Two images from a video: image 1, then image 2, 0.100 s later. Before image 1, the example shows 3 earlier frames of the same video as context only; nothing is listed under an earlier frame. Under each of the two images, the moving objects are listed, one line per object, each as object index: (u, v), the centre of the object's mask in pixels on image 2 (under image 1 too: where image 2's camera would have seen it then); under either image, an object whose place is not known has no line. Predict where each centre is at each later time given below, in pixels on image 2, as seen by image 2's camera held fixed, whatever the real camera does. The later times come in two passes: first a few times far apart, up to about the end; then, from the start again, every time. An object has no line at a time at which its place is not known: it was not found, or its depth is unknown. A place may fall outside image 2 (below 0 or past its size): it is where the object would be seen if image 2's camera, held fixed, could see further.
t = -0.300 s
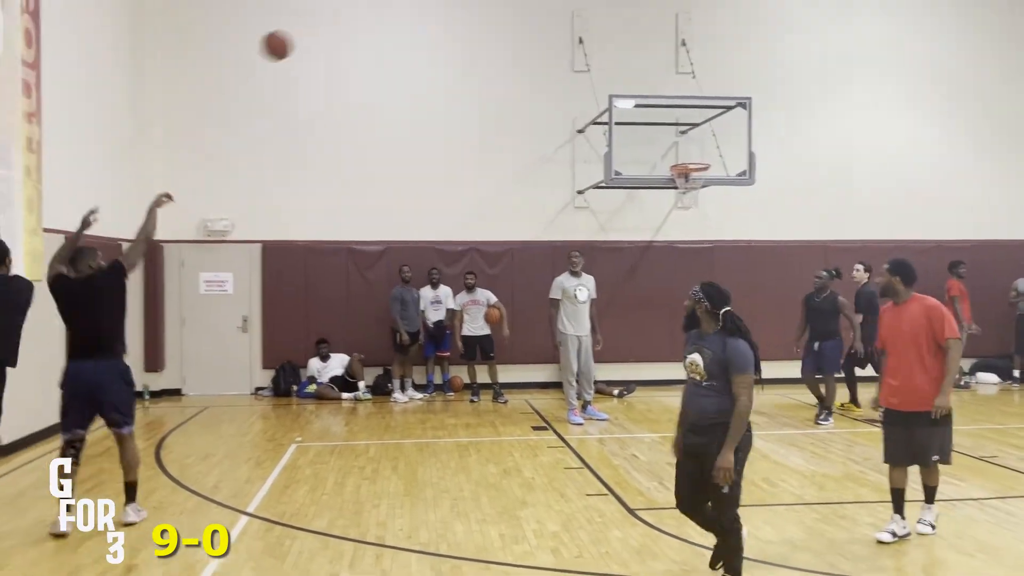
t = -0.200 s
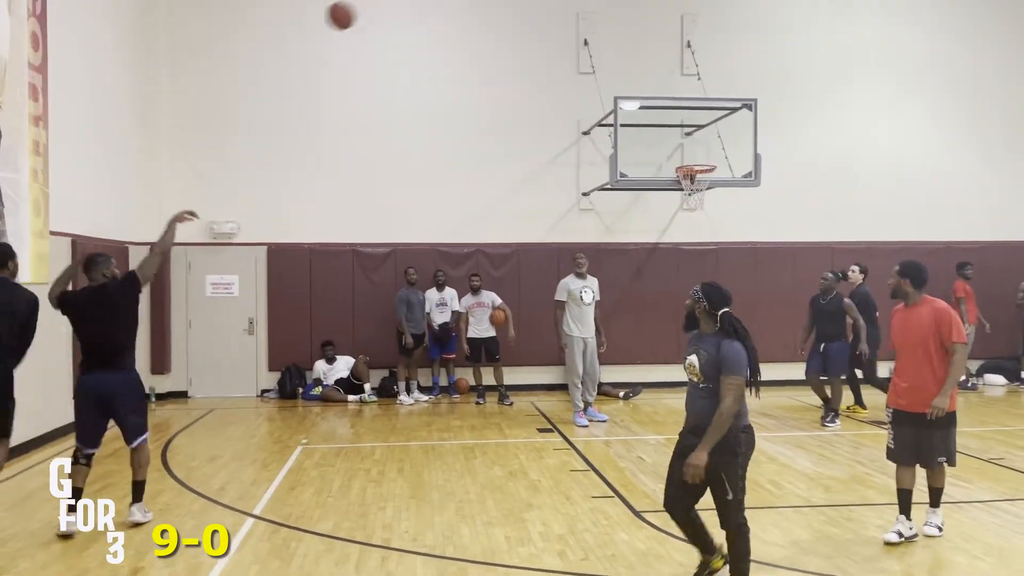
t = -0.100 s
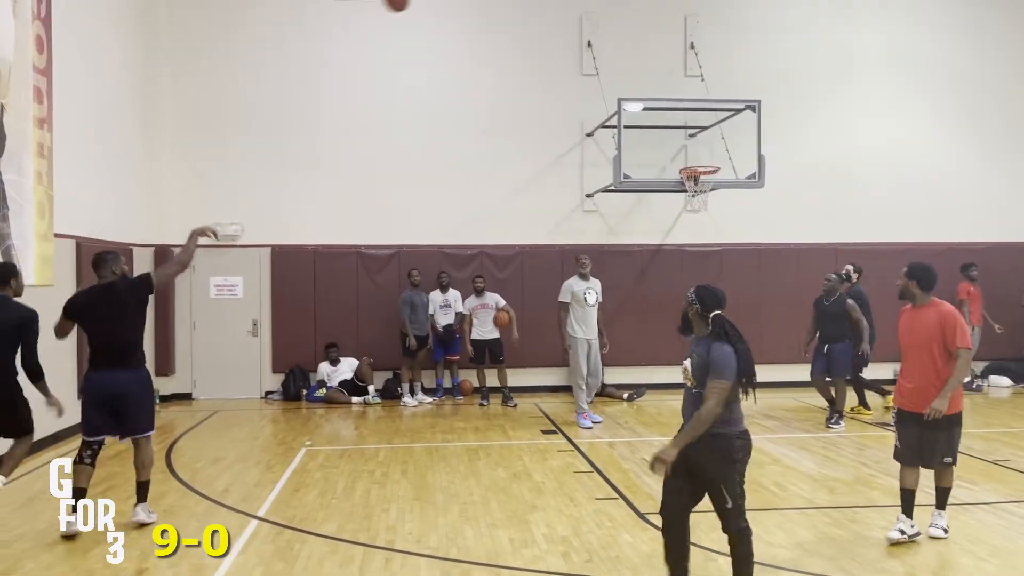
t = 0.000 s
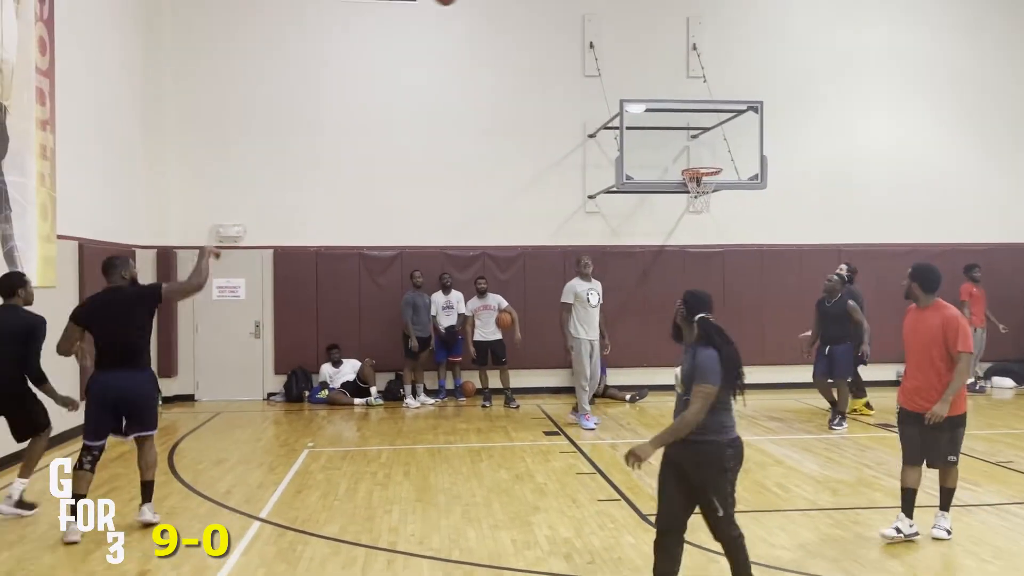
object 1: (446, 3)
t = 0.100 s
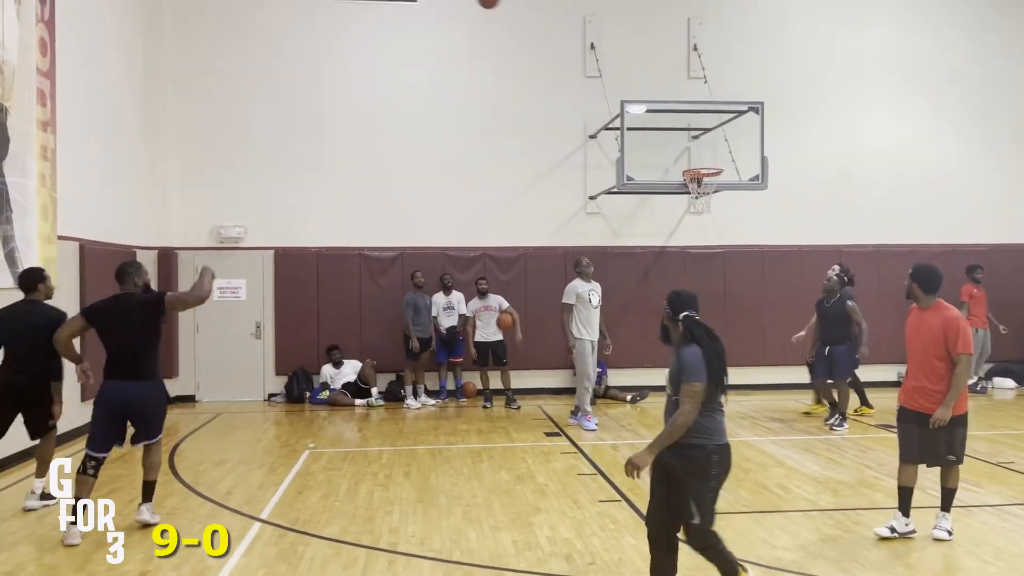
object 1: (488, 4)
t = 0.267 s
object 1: (550, 20)
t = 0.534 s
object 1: (632, 97)
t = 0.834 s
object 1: (709, 157)
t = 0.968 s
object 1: (742, 158)
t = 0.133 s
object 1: (501, 5)
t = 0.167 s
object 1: (514, 7)
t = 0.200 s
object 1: (526, 9)
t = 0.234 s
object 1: (539, 13)
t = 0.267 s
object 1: (550, 20)
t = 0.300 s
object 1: (561, 28)
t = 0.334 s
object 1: (572, 36)
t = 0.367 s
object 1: (582, 44)
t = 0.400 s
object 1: (593, 54)
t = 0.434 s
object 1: (603, 64)
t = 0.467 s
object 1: (613, 75)
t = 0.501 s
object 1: (623, 86)
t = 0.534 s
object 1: (632, 97)
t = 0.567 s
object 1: (641, 111)
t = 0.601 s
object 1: (650, 124)
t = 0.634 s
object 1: (658, 135)
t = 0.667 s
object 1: (667, 143)
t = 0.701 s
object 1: (675, 150)
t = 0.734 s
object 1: (684, 159)
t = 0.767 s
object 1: (692, 161)
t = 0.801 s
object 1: (701, 159)
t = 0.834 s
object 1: (709, 157)
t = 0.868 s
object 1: (717, 156)
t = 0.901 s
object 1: (725, 156)
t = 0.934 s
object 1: (734, 157)
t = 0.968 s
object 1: (742, 158)
